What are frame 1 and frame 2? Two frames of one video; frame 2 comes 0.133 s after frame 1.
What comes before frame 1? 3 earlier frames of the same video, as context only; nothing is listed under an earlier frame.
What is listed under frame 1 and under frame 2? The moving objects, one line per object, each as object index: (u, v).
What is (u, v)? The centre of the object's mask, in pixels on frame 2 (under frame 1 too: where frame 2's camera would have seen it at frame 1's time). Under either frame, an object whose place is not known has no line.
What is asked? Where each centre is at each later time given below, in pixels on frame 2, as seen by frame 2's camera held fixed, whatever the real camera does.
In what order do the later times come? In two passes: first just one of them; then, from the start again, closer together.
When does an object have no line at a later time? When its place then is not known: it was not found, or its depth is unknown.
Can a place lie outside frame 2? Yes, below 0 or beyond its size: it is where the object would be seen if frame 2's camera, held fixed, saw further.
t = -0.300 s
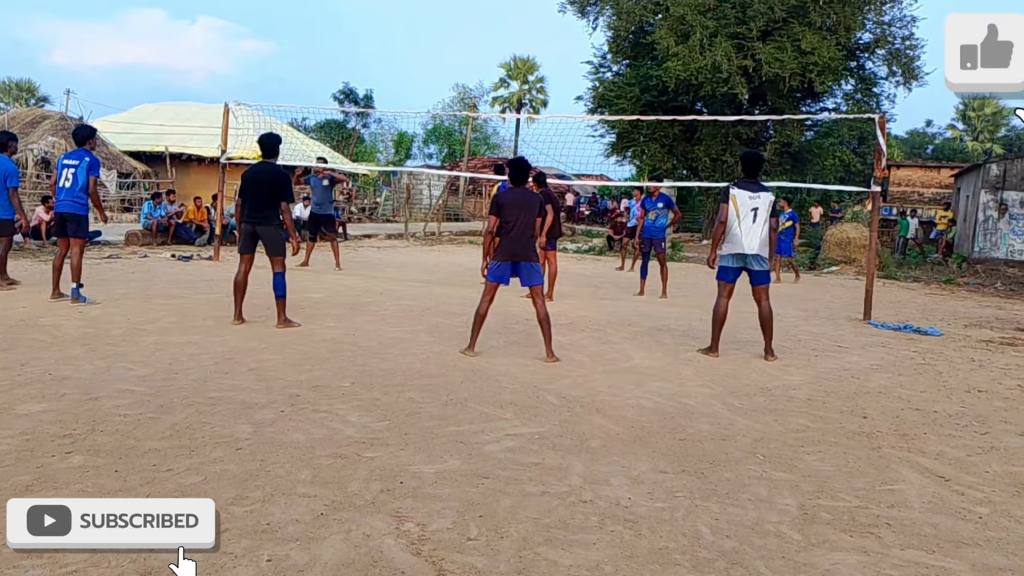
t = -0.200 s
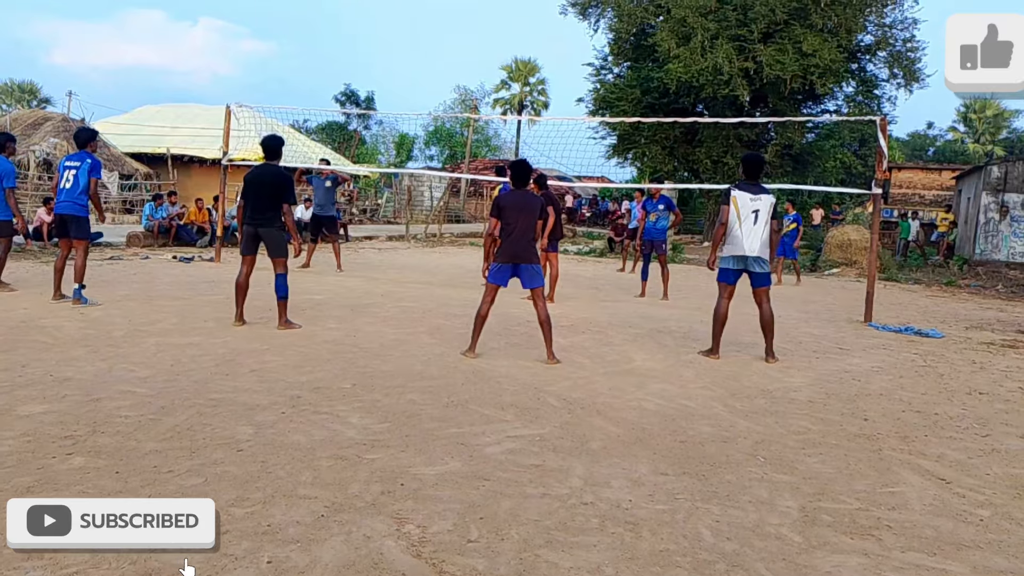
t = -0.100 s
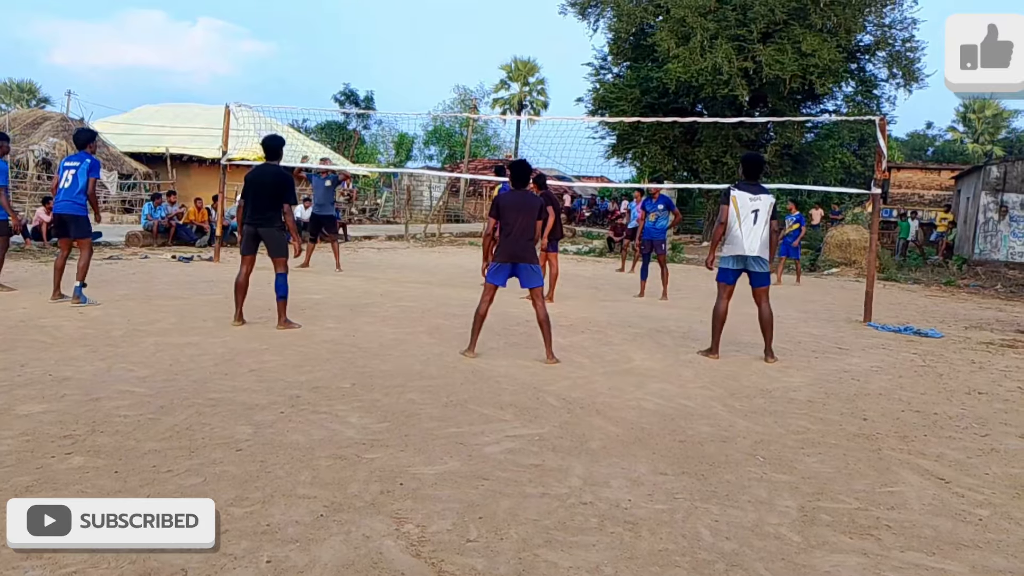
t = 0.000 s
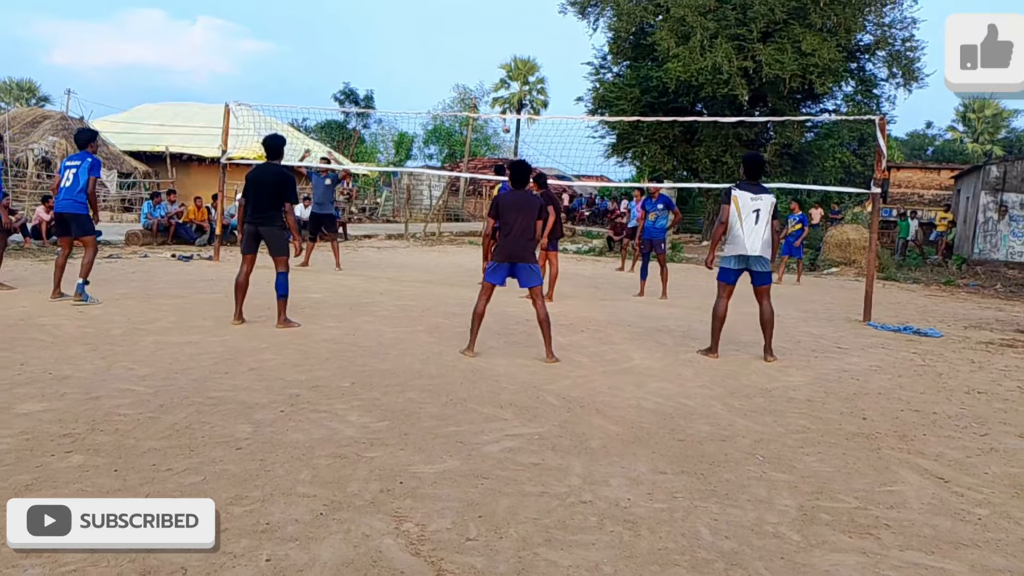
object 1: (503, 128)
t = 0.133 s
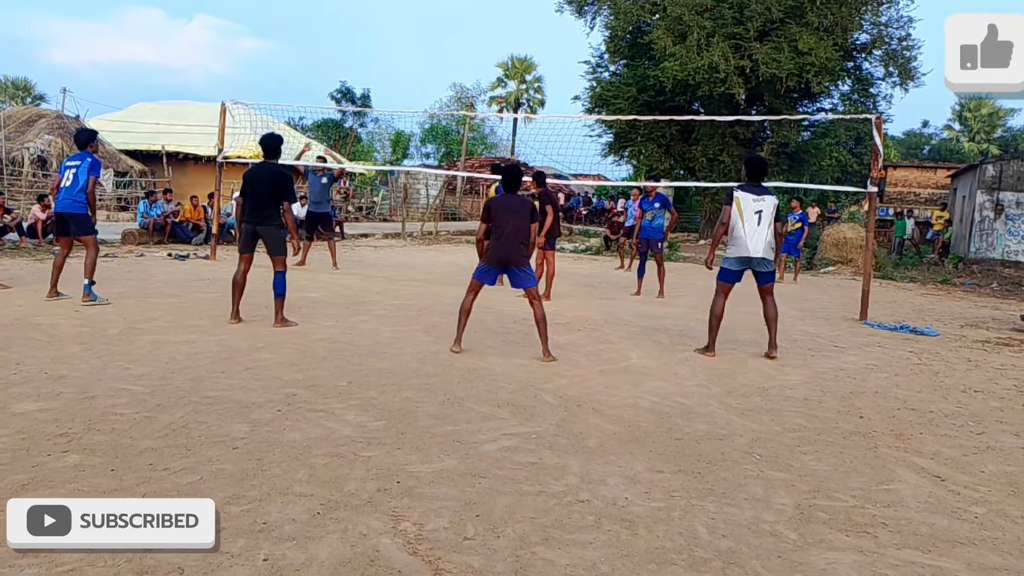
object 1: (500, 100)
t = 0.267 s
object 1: (496, 72)
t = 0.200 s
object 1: (499, 83)
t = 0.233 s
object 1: (497, 78)
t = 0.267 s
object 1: (496, 72)
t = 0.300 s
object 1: (495, 66)
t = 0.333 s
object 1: (494, 61)
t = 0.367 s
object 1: (493, 57)
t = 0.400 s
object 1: (492, 53)
